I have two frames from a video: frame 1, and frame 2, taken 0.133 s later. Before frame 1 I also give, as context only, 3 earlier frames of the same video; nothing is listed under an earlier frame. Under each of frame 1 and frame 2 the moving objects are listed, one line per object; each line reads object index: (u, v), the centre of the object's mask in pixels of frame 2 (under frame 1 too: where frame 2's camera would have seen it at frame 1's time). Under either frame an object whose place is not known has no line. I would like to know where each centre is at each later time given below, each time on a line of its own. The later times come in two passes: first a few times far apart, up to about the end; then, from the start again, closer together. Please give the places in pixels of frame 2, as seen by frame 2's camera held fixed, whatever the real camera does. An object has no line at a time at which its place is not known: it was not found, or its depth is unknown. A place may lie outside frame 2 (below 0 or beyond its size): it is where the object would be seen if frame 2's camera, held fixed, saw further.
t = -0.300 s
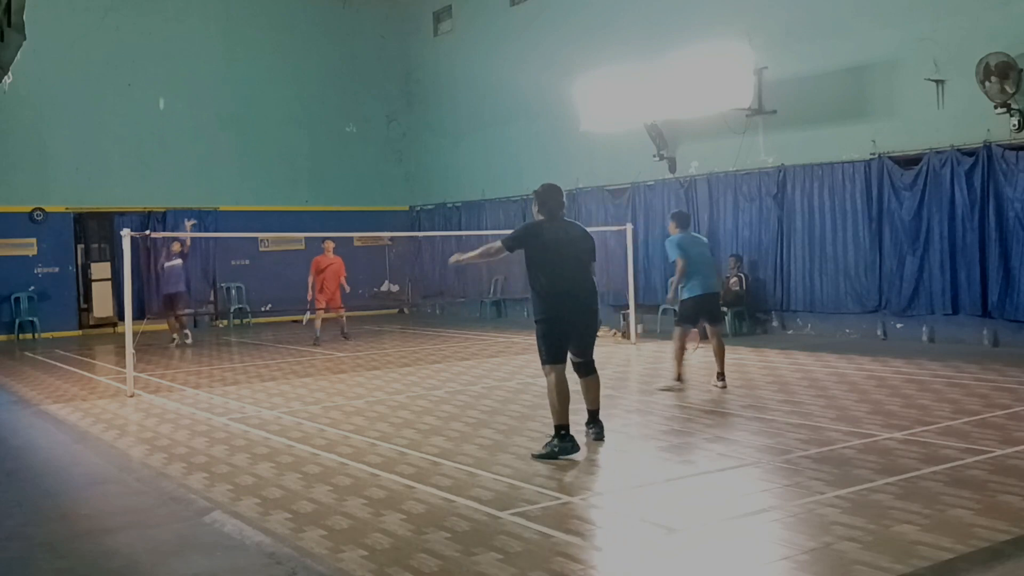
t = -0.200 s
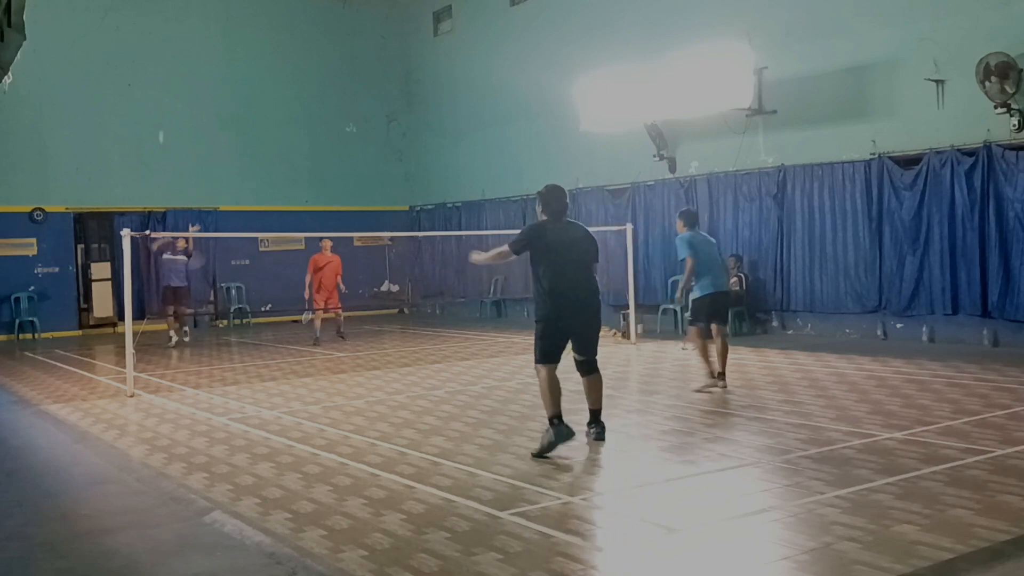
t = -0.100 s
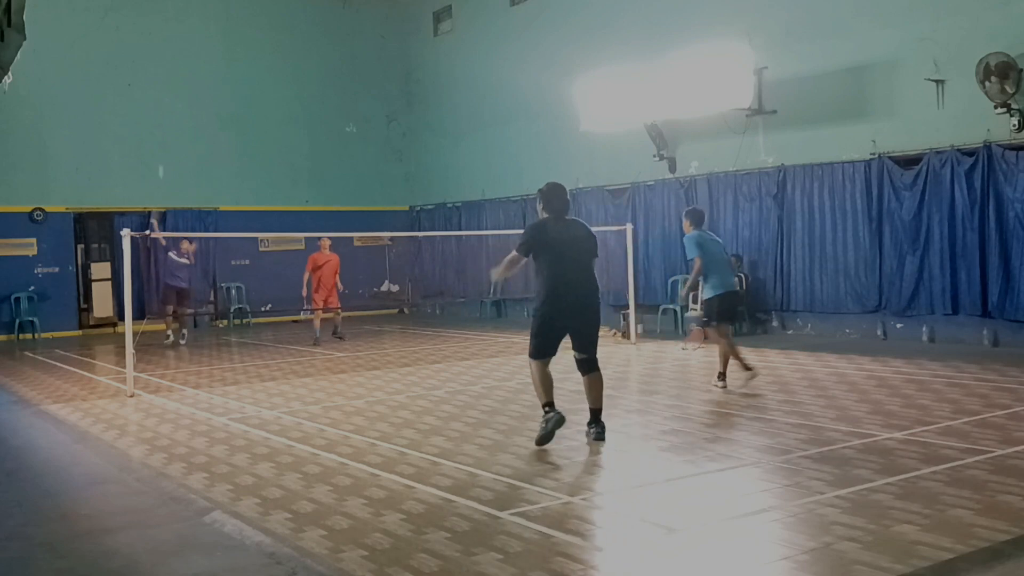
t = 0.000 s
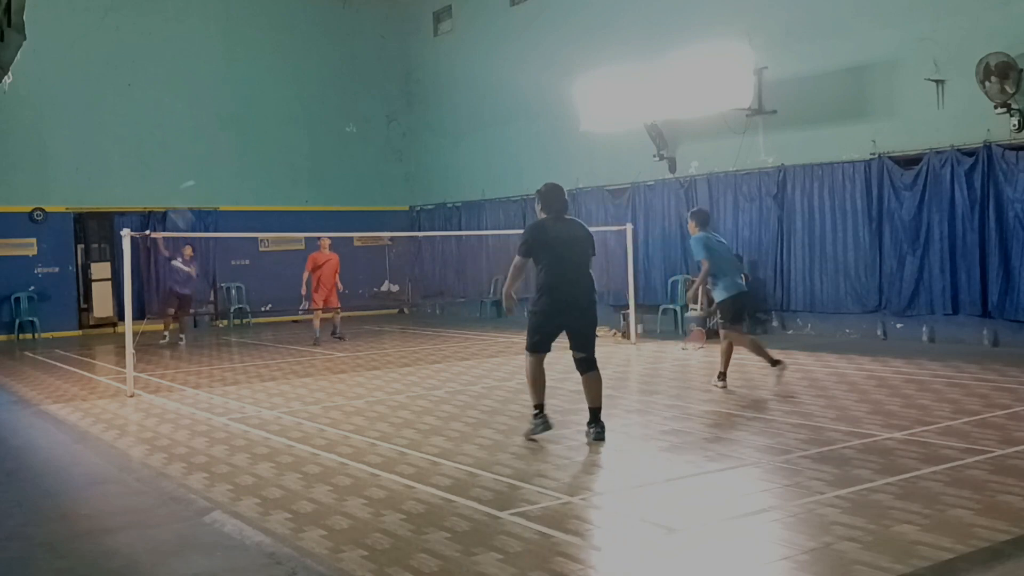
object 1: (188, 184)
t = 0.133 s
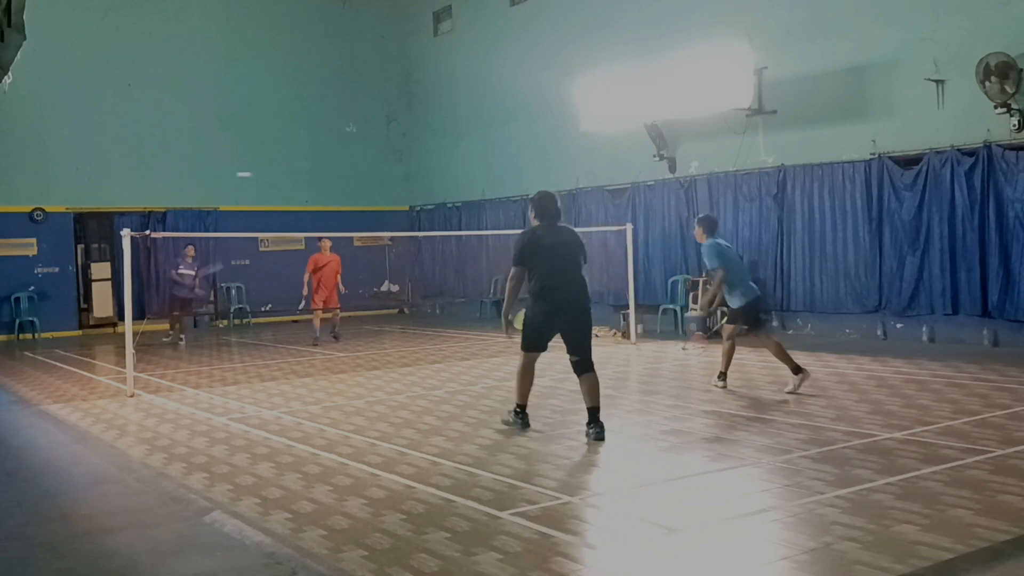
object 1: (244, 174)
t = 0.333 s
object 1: (312, 186)
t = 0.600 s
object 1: (385, 249)
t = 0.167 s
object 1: (256, 174)
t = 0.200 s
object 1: (268, 175)
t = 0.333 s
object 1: (312, 186)
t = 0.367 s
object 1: (322, 191)
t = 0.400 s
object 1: (331, 197)
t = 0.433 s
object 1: (341, 203)
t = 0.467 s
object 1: (350, 211)
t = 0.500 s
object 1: (359, 219)
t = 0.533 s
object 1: (367, 228)
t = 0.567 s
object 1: (377, 239)
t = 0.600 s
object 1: (385, 249)
